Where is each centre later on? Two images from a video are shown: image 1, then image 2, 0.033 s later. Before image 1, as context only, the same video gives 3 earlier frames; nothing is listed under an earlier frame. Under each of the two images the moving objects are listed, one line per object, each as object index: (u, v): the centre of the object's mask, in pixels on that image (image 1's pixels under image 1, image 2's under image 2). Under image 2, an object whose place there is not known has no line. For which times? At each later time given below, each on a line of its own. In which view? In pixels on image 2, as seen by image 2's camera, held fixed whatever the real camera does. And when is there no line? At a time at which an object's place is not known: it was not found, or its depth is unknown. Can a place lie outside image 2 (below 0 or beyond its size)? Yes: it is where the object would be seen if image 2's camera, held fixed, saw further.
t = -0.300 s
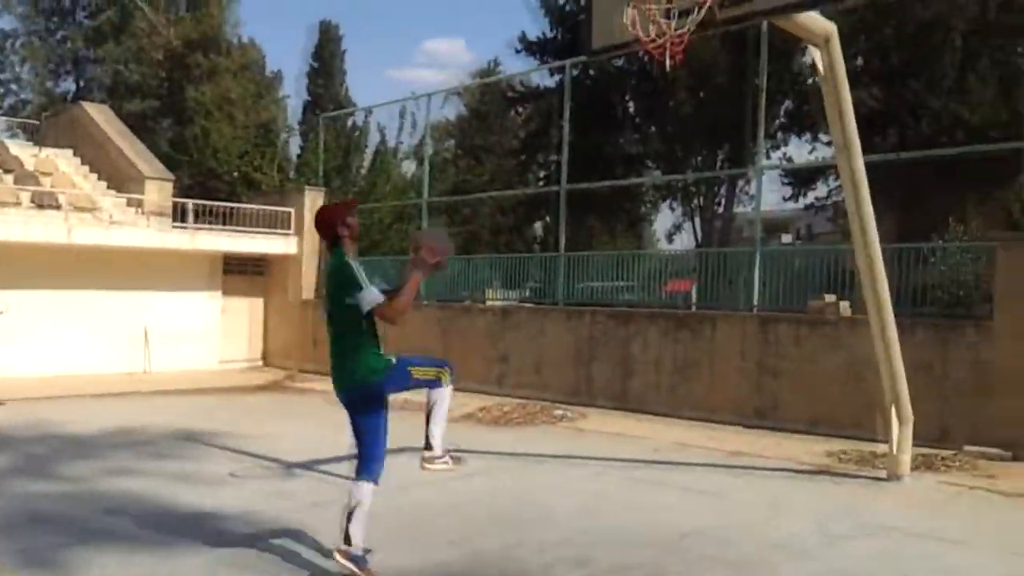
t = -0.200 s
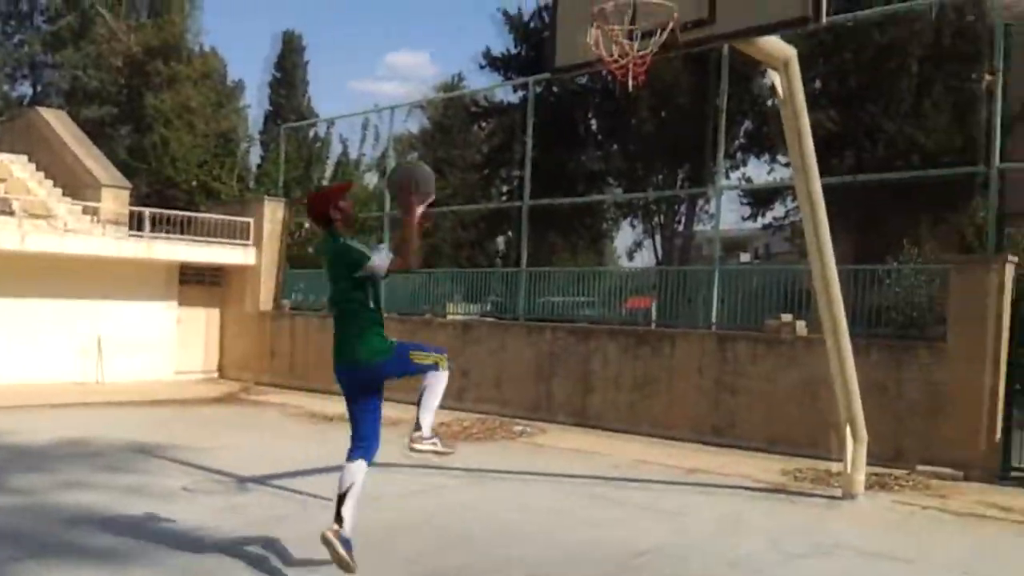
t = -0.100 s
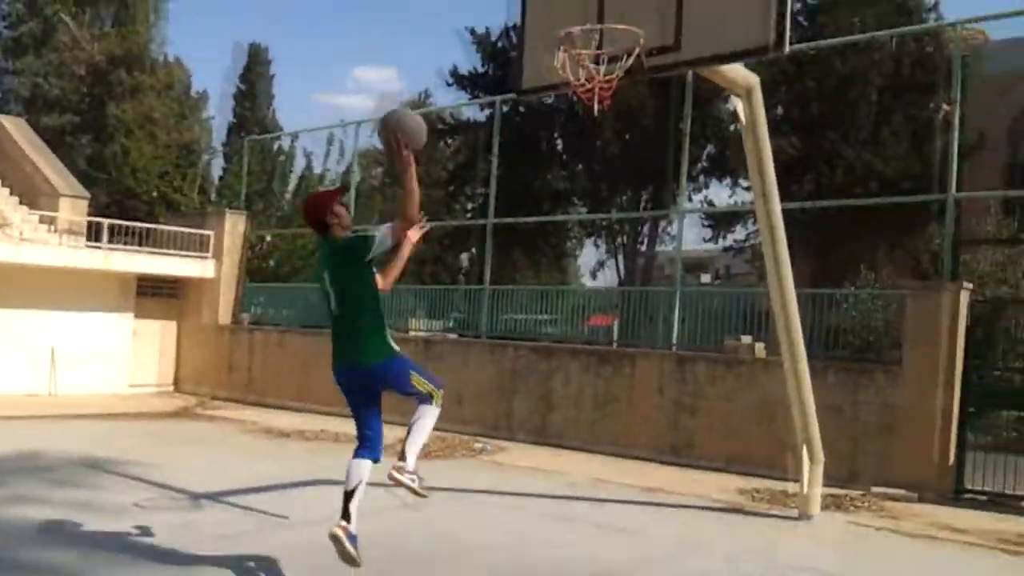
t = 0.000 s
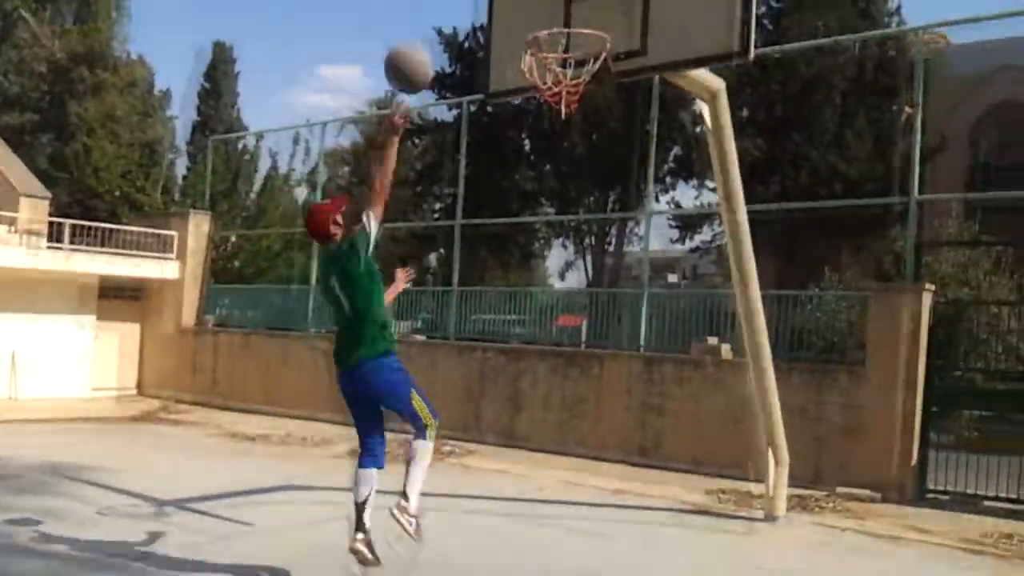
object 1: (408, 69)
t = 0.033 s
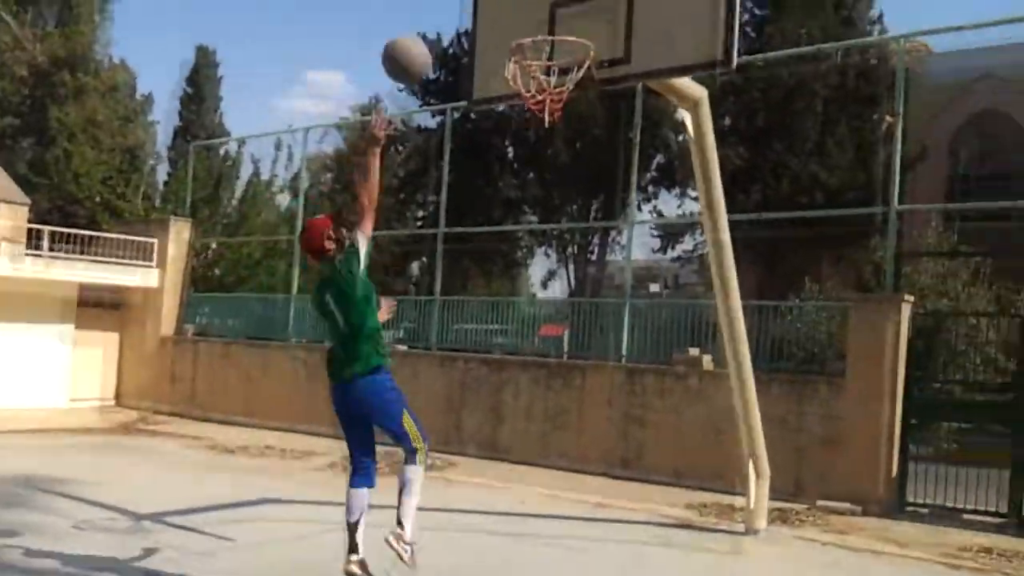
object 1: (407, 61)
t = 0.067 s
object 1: (415, 44)
